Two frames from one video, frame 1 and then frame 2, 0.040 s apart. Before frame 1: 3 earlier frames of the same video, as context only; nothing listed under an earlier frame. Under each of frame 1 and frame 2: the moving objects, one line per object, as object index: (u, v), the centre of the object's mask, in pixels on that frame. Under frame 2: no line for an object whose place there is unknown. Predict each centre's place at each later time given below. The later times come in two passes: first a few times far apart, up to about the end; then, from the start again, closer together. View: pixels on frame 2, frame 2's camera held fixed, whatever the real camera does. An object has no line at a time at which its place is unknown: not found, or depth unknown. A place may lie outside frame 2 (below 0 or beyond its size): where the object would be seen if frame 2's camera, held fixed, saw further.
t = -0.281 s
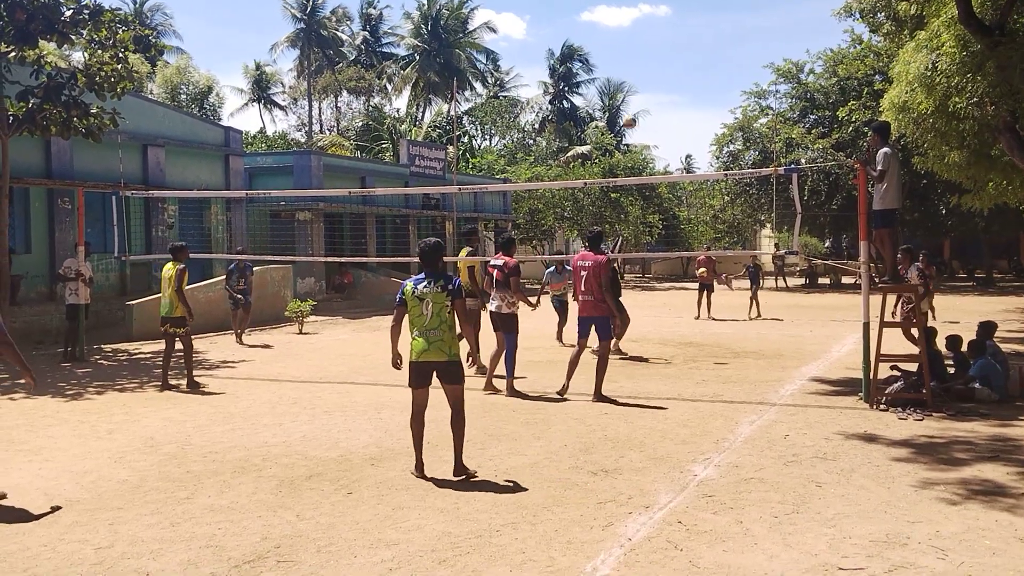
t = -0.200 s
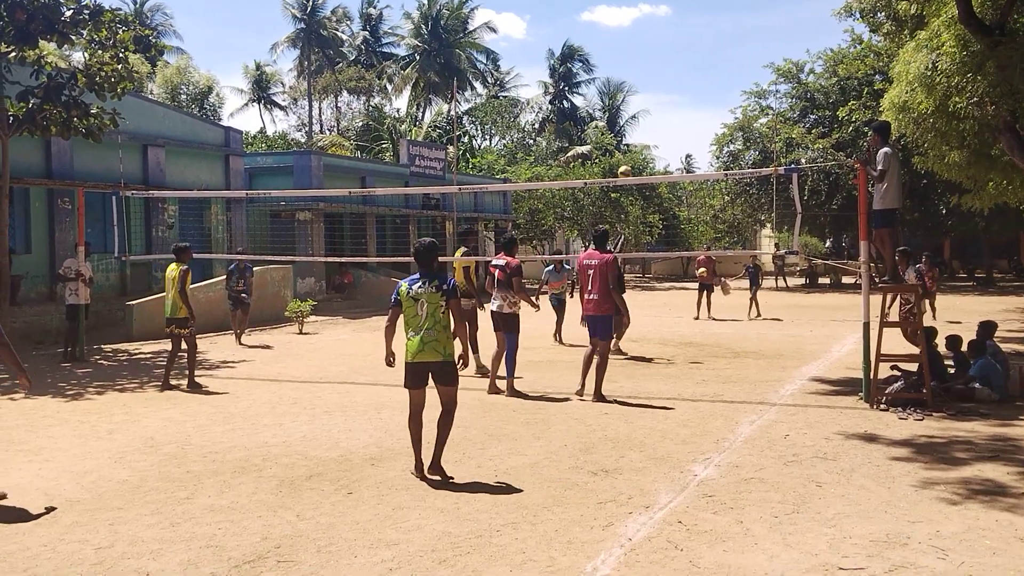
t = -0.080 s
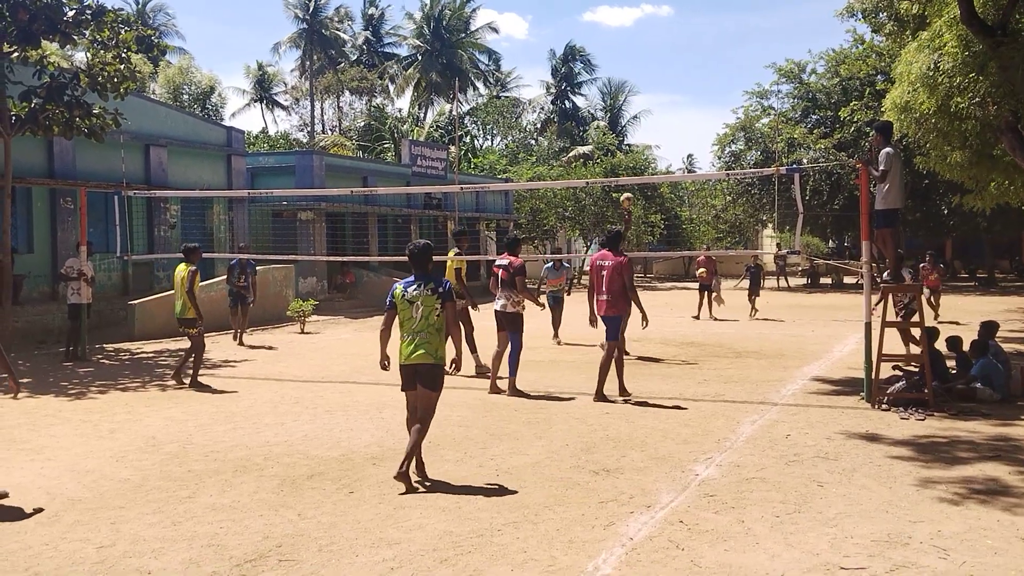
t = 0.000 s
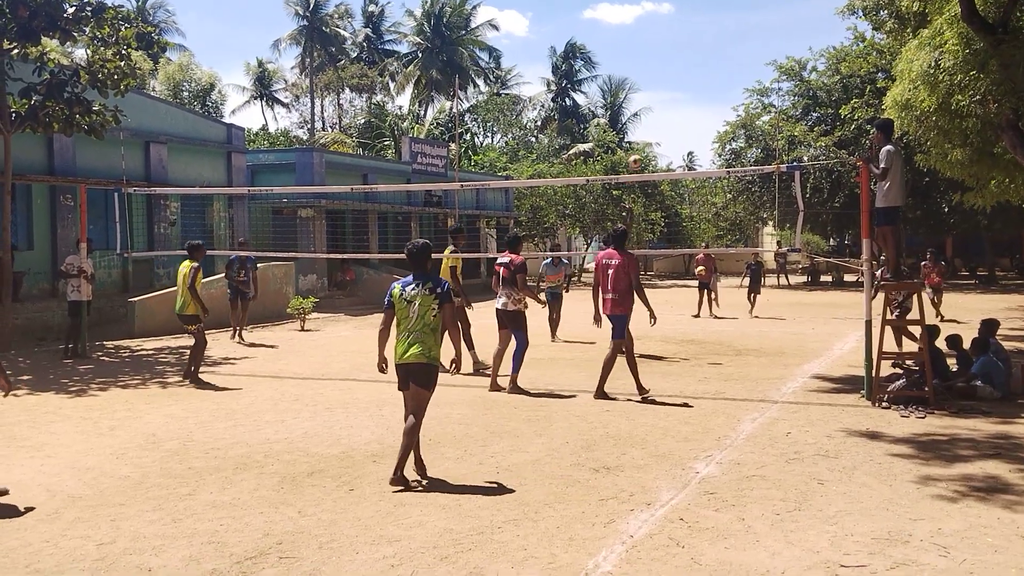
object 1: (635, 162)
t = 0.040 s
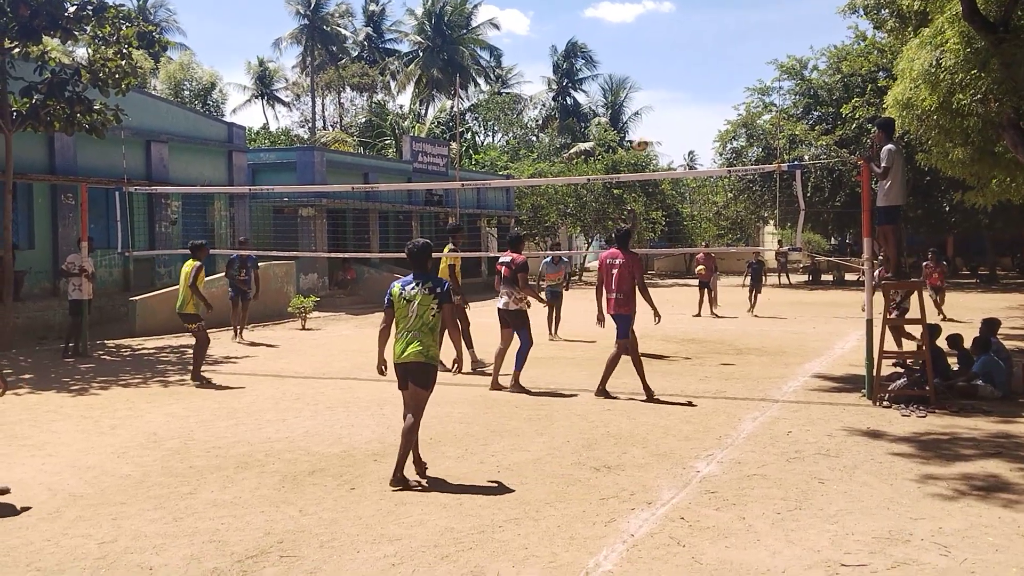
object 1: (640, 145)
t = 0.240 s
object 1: (661, 77)
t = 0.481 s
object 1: (687, 28)
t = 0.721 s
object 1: (714, 20)
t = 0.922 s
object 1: (738, 46)
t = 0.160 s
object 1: (653, 101)
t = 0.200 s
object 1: (657, 89)
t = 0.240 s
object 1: (661, 77)
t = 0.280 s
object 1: (665, 66)
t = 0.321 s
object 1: (670, 56)
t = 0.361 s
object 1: (674, 48)
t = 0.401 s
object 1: (678, 41)
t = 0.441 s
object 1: (682, 34)
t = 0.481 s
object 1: (687, 28)
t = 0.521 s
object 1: (692, 24)
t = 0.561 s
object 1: (696, 21)
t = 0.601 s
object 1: (700, 18)
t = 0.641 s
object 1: (705, 18)
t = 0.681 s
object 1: (710, 18)
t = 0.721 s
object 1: (714, 20)
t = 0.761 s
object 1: (719, 22)
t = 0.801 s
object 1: (724, 26)
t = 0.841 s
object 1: (729, 31)
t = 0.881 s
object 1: (734, 38)
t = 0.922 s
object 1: (738, 46)
